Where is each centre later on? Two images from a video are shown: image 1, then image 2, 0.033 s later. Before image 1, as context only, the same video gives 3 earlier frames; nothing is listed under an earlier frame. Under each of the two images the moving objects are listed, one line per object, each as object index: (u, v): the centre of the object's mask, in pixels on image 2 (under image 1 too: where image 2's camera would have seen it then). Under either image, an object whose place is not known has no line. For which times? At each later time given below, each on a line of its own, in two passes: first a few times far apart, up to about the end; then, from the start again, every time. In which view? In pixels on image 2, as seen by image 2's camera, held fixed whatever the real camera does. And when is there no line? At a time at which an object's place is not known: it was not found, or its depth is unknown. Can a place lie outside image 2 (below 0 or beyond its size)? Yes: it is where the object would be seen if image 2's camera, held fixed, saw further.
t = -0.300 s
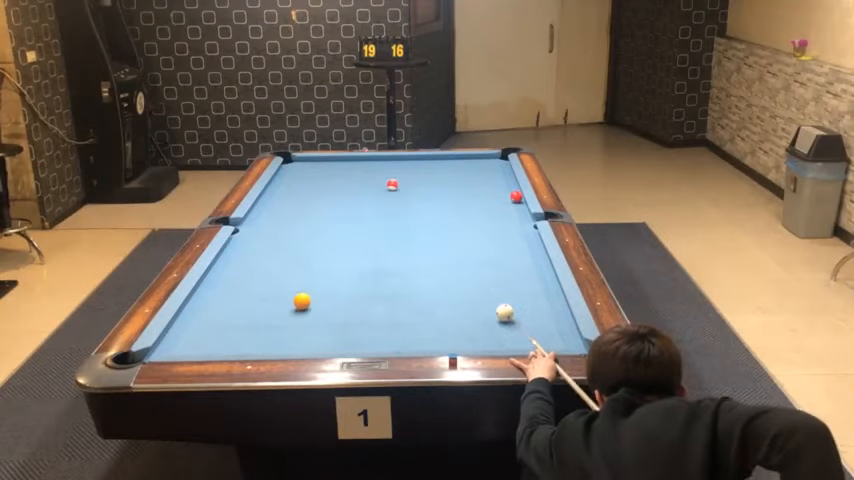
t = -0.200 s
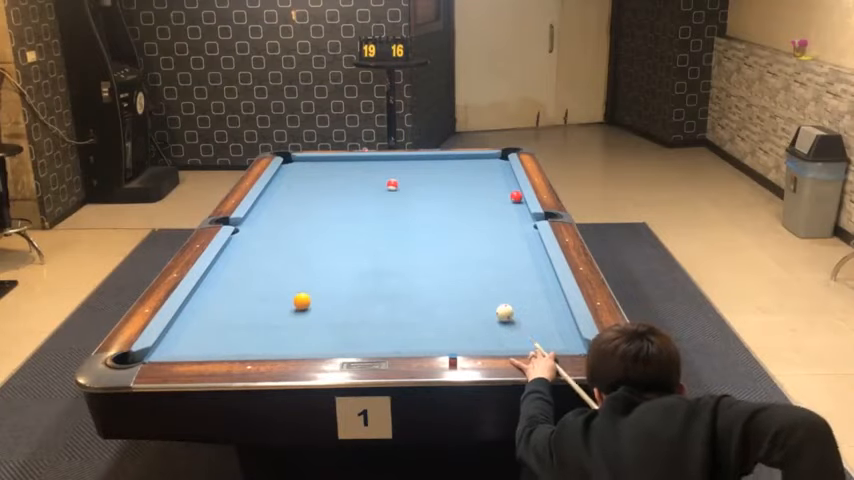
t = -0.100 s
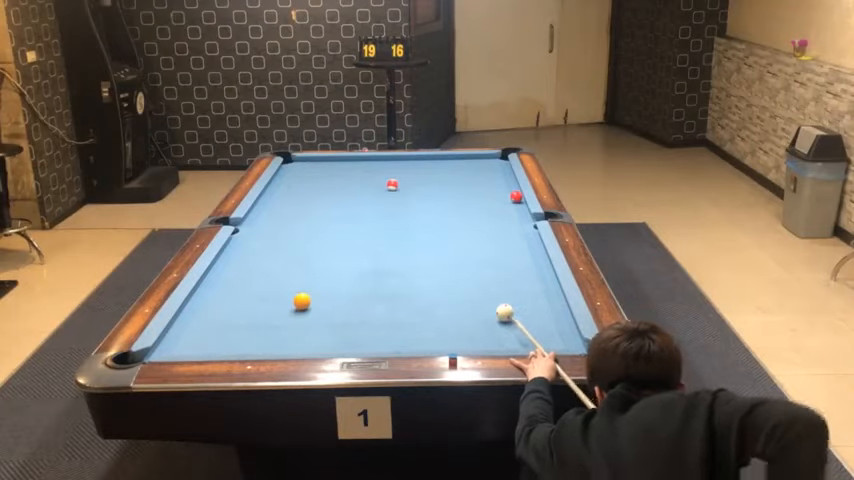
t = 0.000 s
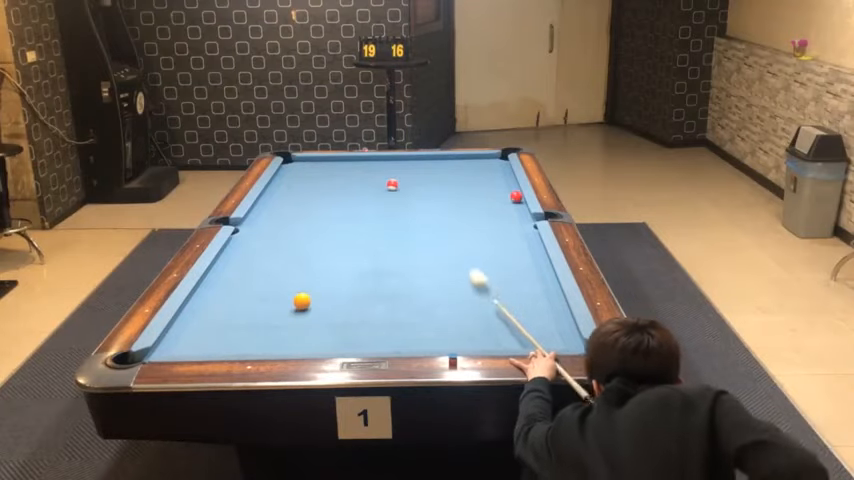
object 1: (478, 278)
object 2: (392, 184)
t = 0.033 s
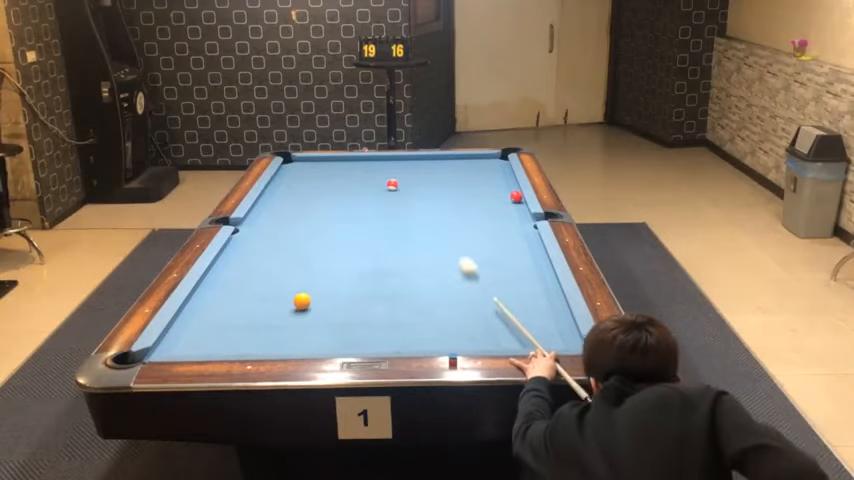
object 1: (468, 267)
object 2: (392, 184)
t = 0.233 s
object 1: (422, 210)
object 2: (392, 184)
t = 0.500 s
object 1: (430, 165)
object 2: (344, 179)
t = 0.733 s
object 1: (454, 166)
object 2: (288, 172)
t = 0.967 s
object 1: (477, 182)
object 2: (309, 166)
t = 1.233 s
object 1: (508, 204)
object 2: (344, 162)
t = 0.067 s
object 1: (459, 255)
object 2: (392, 184)
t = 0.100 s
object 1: (451, 246)
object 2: (392, 184)
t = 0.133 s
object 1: (443, 235)
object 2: (392, 184)
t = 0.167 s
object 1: (436, 227)
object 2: (392, 184)
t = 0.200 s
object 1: (429, 218)
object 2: (392, 184)
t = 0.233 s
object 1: (422, 210)
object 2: (392, 184)
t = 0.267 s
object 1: (417, 203)
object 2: (392, 184)
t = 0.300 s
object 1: (411, 195)
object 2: (392, 184)
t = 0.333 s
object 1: (405, 189)
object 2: (392, 184)
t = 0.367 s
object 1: (406, 183)
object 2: (388, 183)
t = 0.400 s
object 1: (413, 178)
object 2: (376, 182)
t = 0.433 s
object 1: (419, 174)
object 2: (365, 181)
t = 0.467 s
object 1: (425, 170)
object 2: (354, 180)
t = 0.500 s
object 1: (430, 165)
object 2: (344, 179)
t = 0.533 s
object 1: (434, 162)
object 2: (334, 177)
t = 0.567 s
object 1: (438, 158)
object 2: (326, 177)
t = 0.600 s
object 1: (441, 158)
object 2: (317, 176)
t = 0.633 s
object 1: (444, 160)
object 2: (310, 175)
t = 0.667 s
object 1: (447, 162)
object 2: (302, 174)
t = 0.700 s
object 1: (450, 164)
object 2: (295, 173)
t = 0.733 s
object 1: (454, 166)
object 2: (288, 172)
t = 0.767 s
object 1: (456, 168)
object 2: (282, 171)
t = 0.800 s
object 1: (460, 171)
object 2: (285, 170)
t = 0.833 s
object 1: (463, 173)
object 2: (290, 170)
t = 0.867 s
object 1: (467, 175)
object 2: (295, 169)
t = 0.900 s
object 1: (470, 177)
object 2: (300, 168)
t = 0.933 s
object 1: (474, 180)
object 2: (304, 167)
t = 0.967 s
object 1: (477, 182)
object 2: (309, 166)
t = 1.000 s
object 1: (481, 185)
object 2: (314, 166)
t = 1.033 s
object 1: (485, 187)
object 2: (318, 165)
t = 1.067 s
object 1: (488, 190)
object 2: (323, 165)
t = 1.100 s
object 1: (492, 193)
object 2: (326, 165)
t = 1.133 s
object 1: (496, 195)
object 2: (331, 163)
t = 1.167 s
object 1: (500, 198)
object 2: (336, 163)
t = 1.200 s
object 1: (504, 201)
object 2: (340, 162)
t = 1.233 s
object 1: (508, 204)
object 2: (344, 162)
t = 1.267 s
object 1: (513, 206)
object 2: (348, 161)
